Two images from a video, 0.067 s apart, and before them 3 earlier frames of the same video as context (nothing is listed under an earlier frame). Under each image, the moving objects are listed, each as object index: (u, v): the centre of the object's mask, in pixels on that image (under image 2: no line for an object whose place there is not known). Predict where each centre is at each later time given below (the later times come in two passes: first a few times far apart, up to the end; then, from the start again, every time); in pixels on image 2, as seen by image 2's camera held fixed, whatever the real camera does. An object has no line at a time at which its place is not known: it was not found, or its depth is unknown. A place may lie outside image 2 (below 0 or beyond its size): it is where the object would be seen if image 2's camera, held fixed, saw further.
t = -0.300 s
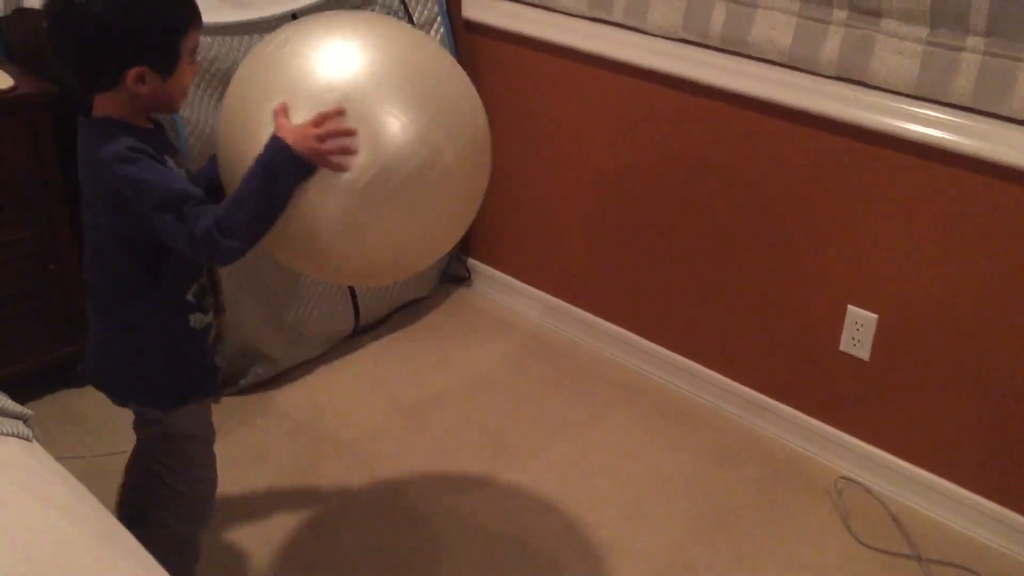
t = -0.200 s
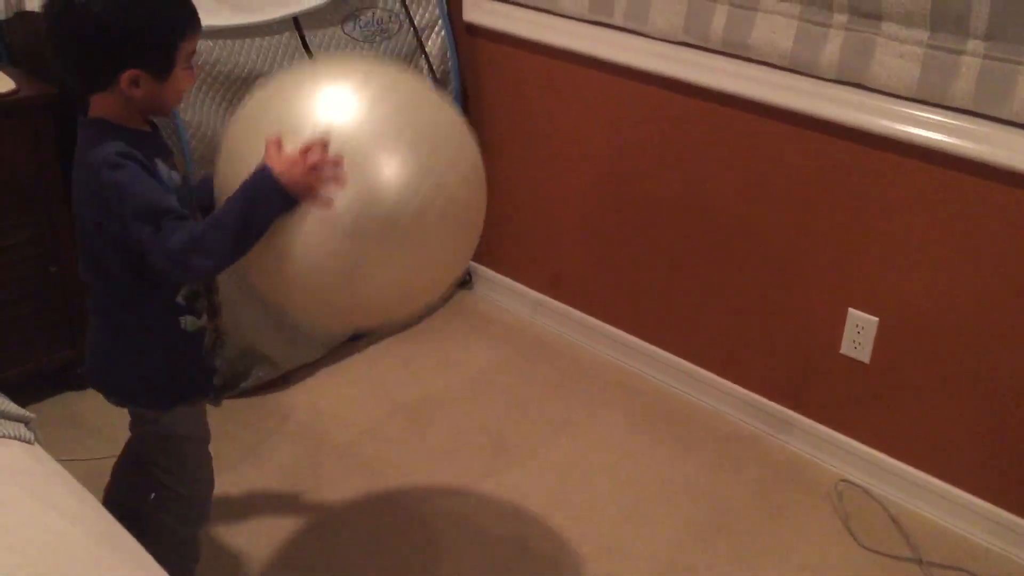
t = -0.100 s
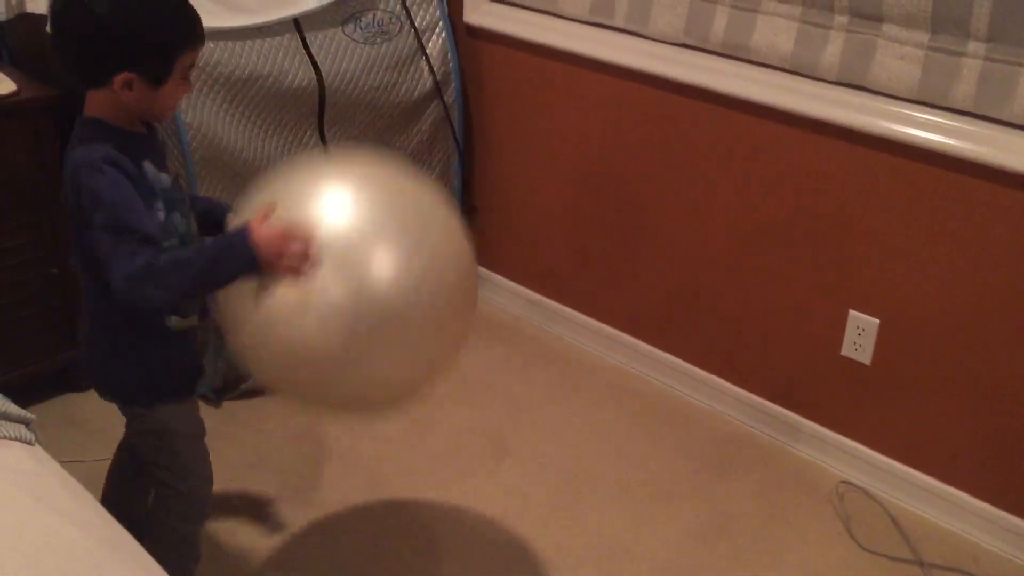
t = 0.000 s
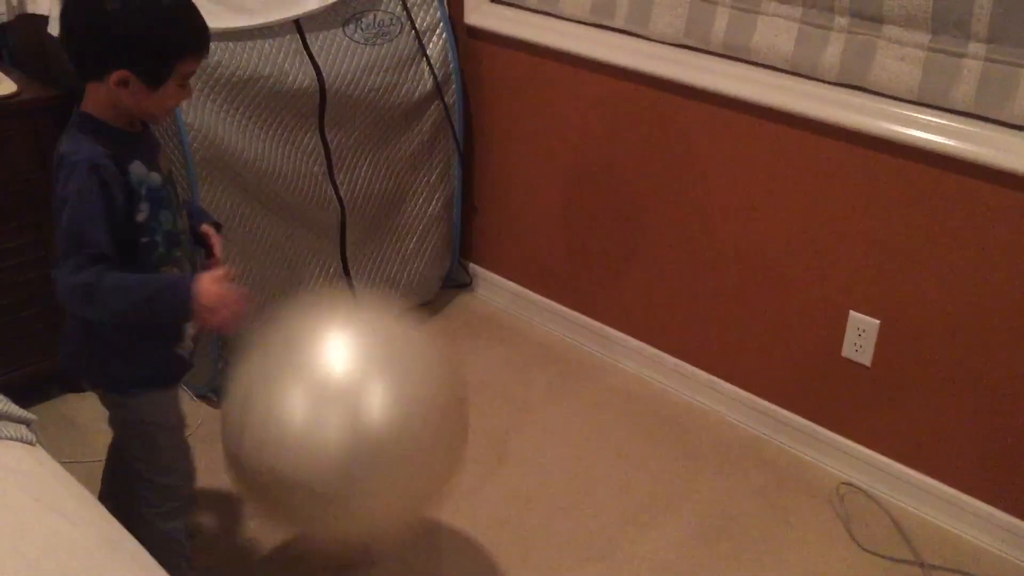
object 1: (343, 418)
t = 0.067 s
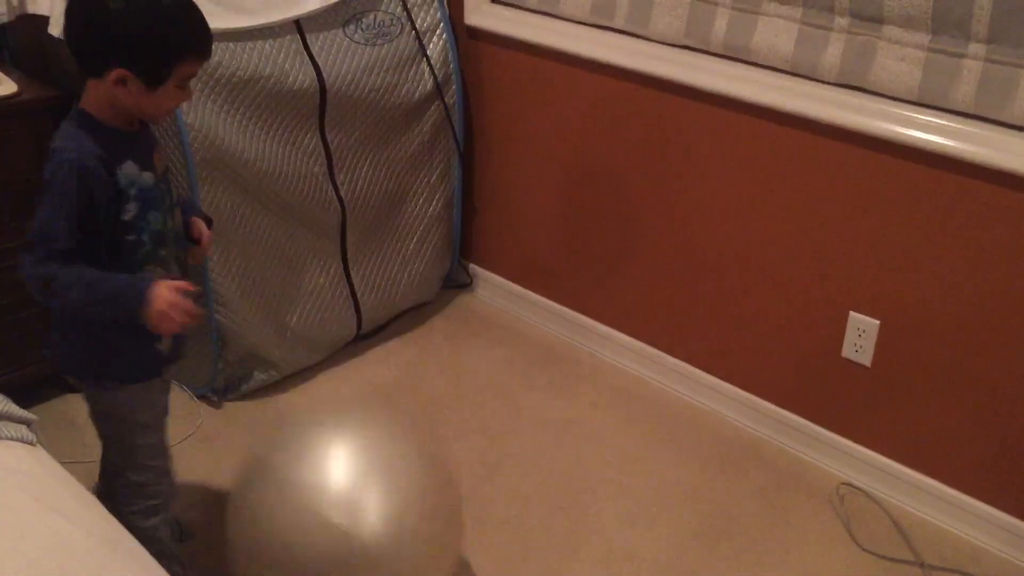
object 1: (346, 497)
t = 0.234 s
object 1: (334, 398)
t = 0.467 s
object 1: (324, 314)
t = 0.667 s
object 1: (326, 445)
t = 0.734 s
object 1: (331, 504)
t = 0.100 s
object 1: (345, 511)
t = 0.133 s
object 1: (342, 491)
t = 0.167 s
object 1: (338, 463)
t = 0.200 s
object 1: (337, 429)
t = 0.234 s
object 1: (334, 398)
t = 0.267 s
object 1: (332, 372)
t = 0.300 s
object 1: (329, 350)
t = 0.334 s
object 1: (328, 333)
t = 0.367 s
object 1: (327, 321)
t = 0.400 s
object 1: (326, 313)
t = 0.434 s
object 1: (325, 312)
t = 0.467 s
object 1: (324, 314)
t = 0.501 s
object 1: (324, 322)
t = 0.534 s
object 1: (324, 335)
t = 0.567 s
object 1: (323, 355)
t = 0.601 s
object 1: (324, 380)
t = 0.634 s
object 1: (325, 410)
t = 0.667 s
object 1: (326, 445)
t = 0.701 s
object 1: (329, 476)
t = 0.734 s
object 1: (331, 504)
